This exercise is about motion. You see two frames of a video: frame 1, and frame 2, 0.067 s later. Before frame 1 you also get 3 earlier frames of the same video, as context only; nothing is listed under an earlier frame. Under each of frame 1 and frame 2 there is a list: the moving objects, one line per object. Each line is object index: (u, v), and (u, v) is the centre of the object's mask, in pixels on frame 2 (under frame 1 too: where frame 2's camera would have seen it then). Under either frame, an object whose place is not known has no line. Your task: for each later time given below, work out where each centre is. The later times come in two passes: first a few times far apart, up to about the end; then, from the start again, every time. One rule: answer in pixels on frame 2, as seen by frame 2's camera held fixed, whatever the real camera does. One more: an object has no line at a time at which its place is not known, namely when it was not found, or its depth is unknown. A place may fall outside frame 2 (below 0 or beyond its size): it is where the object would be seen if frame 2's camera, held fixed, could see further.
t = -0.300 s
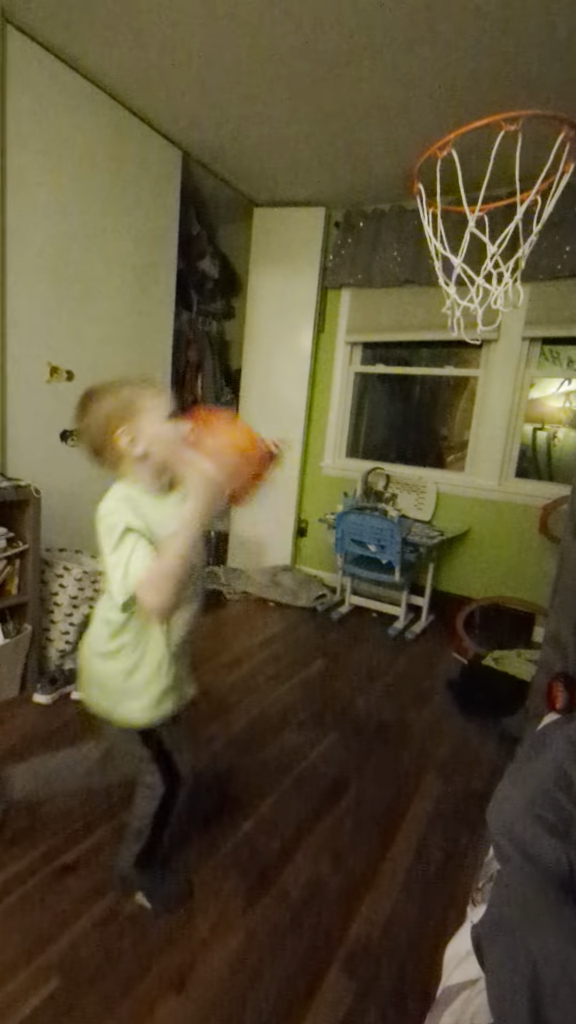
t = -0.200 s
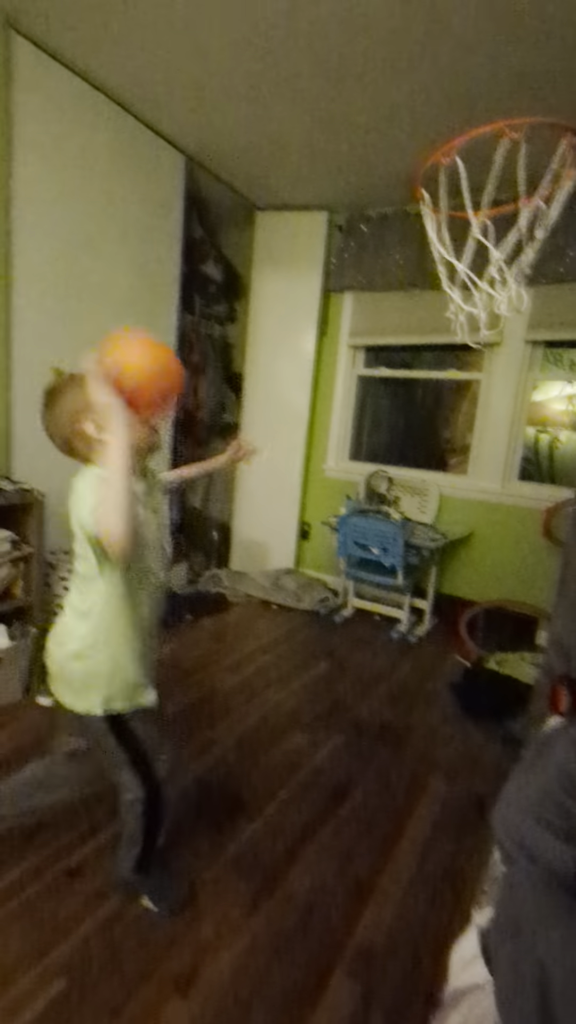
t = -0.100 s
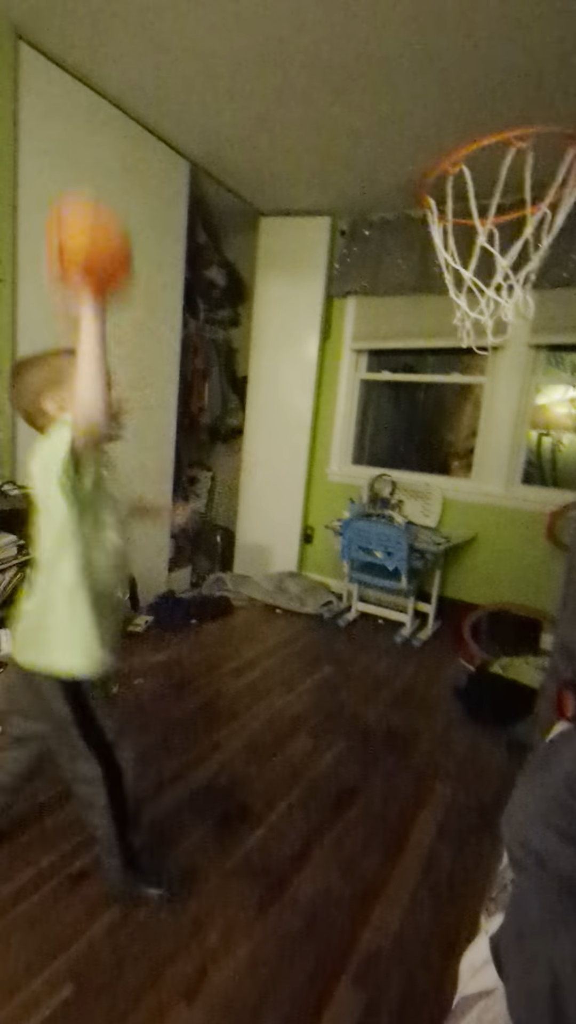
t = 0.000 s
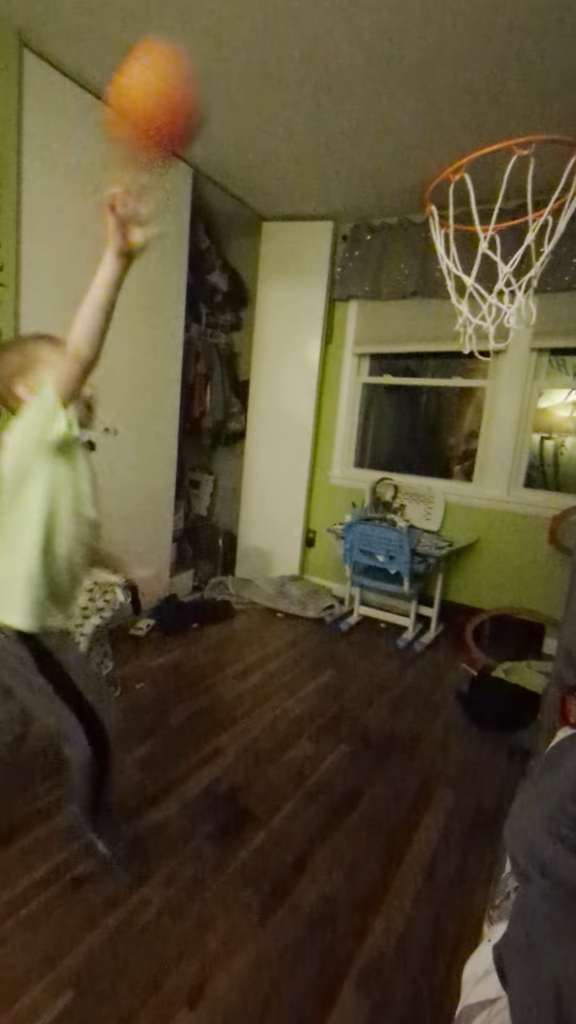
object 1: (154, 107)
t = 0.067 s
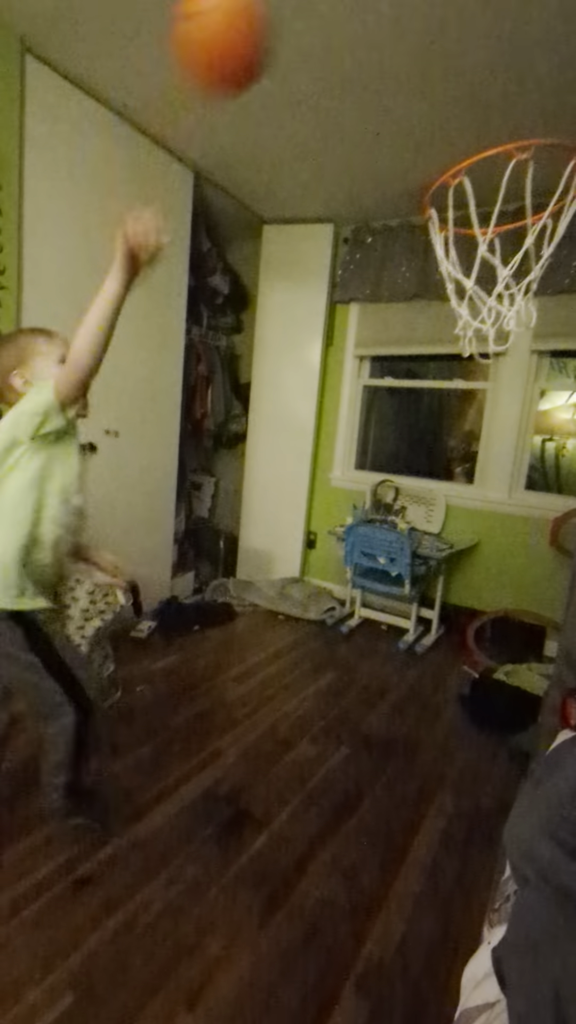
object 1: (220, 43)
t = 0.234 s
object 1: (395, 11)
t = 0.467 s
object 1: (543, 66)
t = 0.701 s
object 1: (473, 129)
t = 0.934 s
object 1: (399, 233)
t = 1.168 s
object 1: (314, 429)
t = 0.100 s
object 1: (255, 29)
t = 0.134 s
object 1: (292, 19)
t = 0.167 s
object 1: (327, 12)
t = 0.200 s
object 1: (361, 10)
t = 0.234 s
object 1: (395, 11)
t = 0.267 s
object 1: (430, 14)
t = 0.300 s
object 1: (464, 23)
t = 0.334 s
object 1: (503, 36)
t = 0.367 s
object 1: (531, 66)
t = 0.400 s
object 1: (547, 111)
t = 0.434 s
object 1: (545, 90)
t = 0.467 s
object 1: (543, 66)
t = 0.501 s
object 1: (538, 53)
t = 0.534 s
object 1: (533, 46)
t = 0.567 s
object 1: (527, 49)
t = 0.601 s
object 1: (516, 59)
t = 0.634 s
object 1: (502, 79)
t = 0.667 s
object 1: (488, 104)
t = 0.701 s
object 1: (473, 129)
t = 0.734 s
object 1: (461, 167)
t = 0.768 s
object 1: (453, 188)
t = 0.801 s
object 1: (446, 196)
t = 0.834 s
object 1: (438, 206)
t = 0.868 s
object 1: (426, 212)
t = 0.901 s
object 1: (409, 220)
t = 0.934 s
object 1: (399, 233)
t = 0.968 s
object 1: (386, 249)
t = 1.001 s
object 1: (373, 273)
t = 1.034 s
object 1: (361, 300)
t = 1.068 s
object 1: (351, 326)
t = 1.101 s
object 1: (337, 359)
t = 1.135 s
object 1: (326, 392)
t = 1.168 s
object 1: (314, 429)
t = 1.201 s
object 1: (302, 466)
